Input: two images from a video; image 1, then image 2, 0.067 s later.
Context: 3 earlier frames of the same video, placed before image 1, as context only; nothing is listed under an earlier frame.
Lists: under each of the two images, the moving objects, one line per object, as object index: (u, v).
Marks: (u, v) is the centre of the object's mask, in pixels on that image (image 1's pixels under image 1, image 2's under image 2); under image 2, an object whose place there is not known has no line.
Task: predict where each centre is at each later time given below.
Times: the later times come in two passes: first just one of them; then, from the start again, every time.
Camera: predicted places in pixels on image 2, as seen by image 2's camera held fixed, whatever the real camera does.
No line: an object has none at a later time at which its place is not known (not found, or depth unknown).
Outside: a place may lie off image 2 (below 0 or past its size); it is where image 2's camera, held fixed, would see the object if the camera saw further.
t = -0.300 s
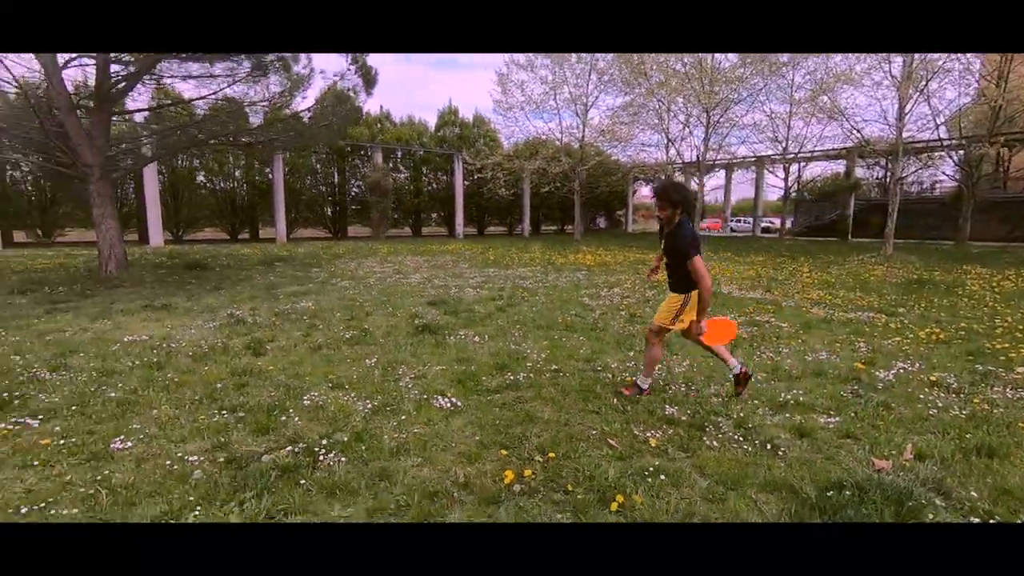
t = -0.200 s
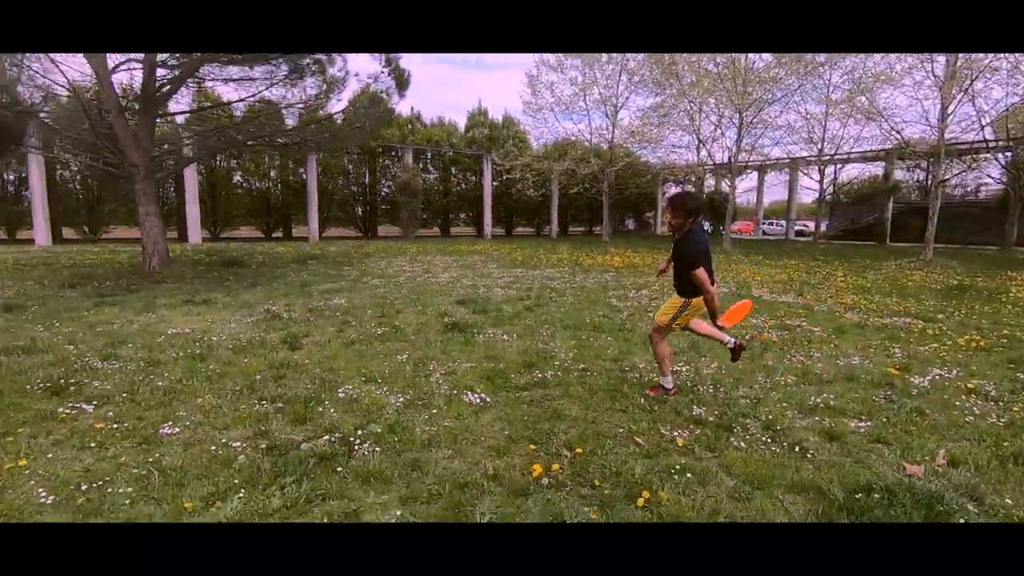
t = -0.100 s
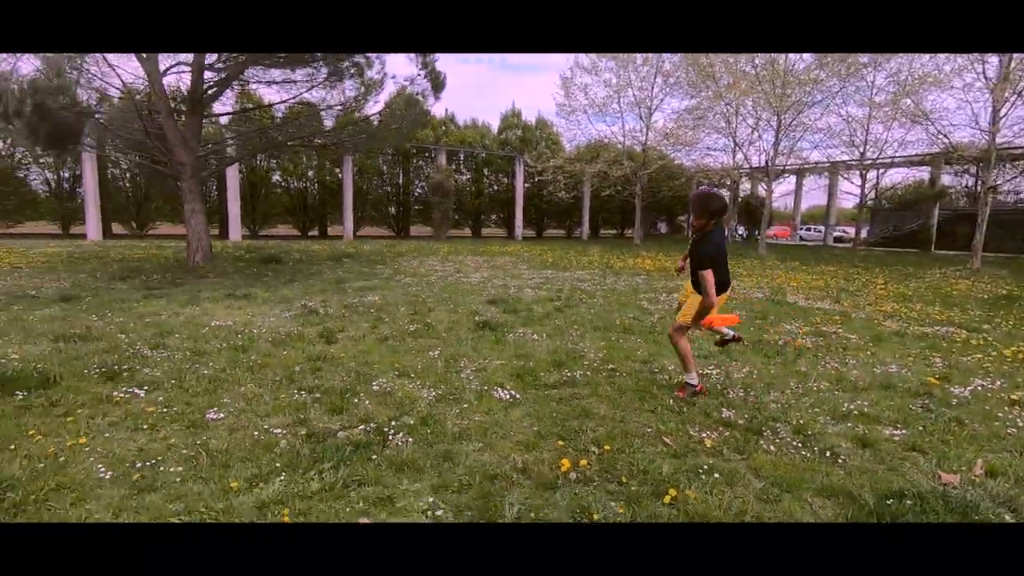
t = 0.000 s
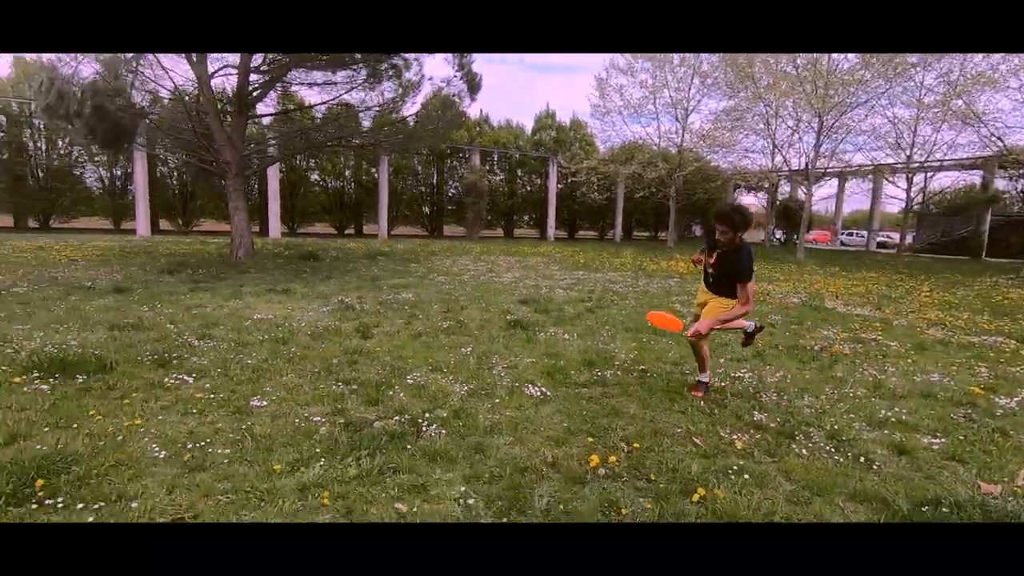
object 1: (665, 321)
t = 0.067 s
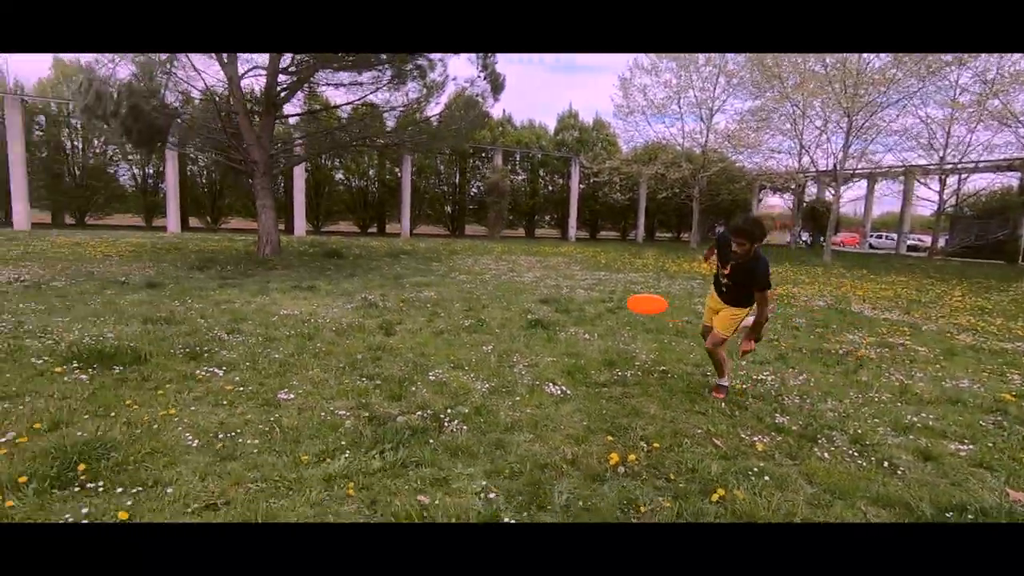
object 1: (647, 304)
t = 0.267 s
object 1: (500, 255)
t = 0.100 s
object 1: (625, 295)
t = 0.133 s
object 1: (602, 286)
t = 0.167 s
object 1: (579, 279)
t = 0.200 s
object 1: (553, 270)
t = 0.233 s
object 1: (527, 262)
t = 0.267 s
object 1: (500, 255)
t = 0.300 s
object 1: (472, 248)
